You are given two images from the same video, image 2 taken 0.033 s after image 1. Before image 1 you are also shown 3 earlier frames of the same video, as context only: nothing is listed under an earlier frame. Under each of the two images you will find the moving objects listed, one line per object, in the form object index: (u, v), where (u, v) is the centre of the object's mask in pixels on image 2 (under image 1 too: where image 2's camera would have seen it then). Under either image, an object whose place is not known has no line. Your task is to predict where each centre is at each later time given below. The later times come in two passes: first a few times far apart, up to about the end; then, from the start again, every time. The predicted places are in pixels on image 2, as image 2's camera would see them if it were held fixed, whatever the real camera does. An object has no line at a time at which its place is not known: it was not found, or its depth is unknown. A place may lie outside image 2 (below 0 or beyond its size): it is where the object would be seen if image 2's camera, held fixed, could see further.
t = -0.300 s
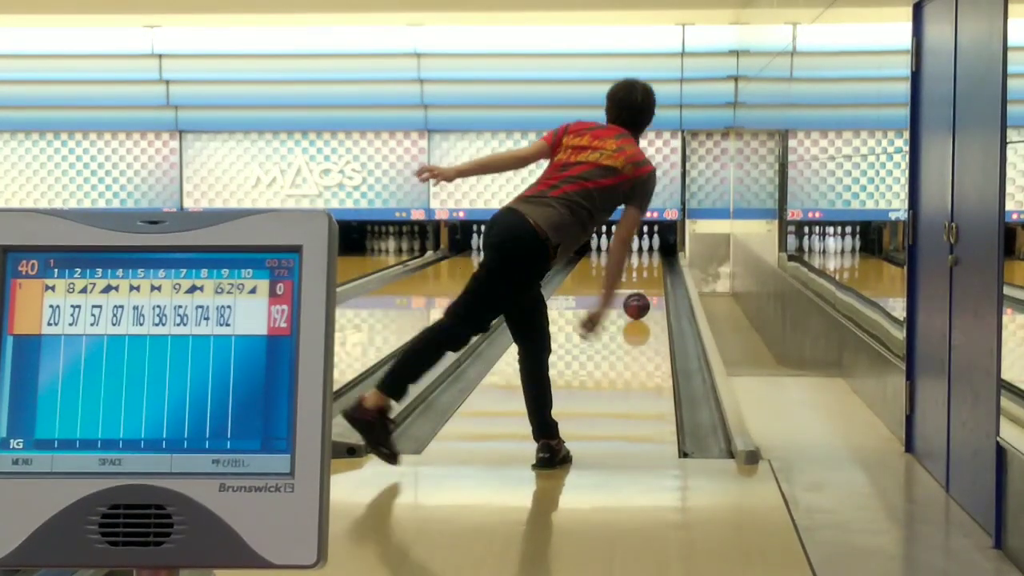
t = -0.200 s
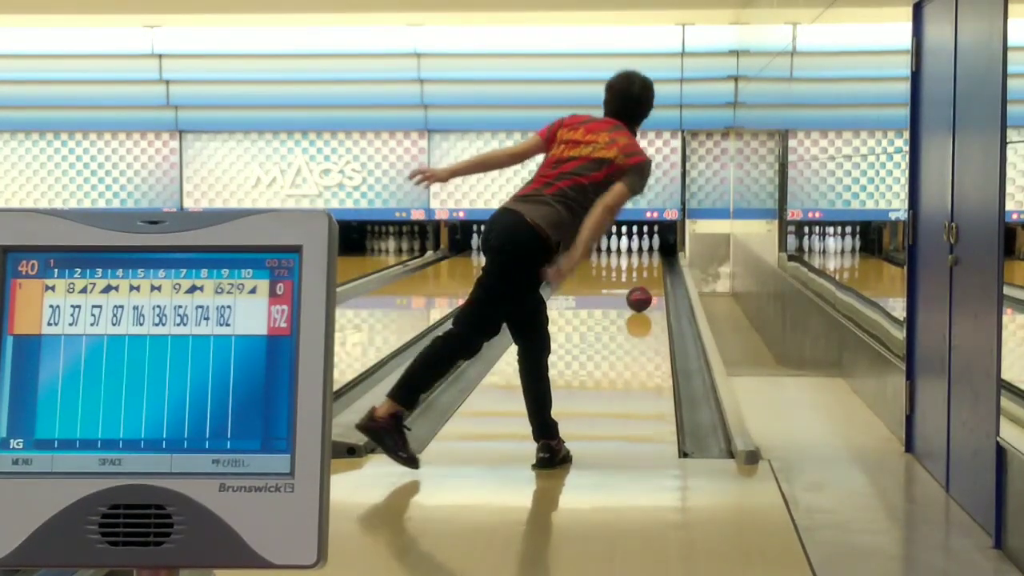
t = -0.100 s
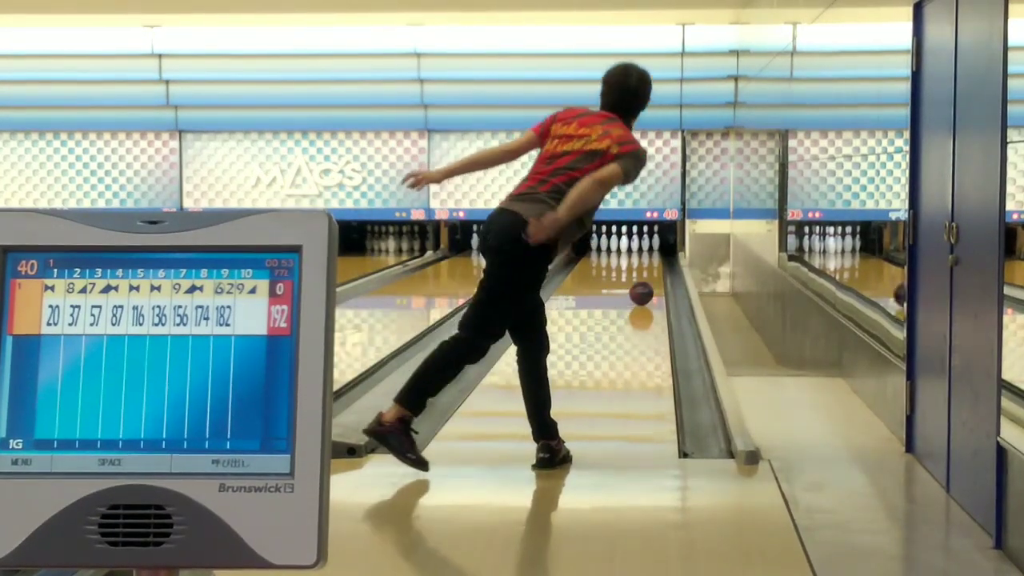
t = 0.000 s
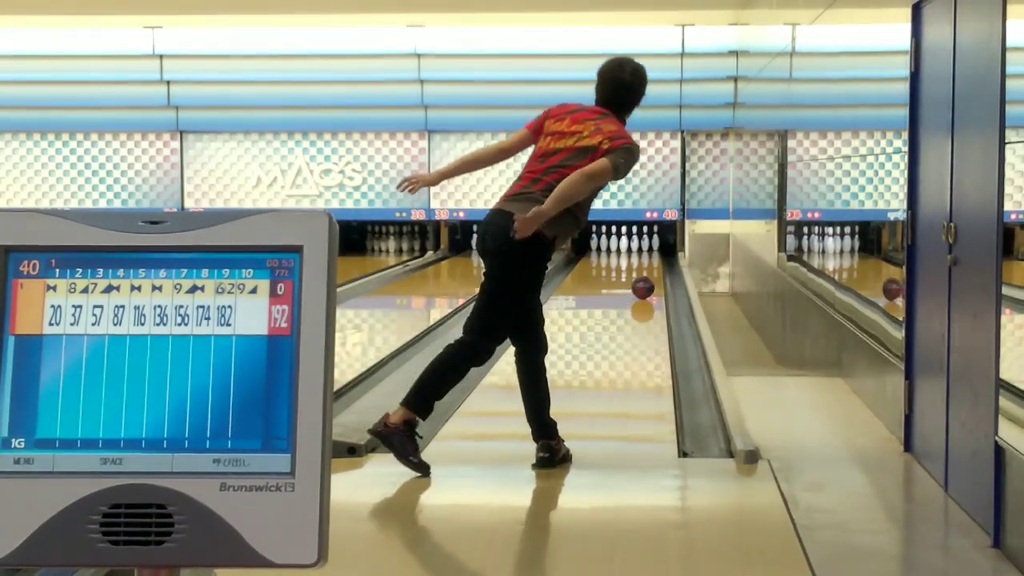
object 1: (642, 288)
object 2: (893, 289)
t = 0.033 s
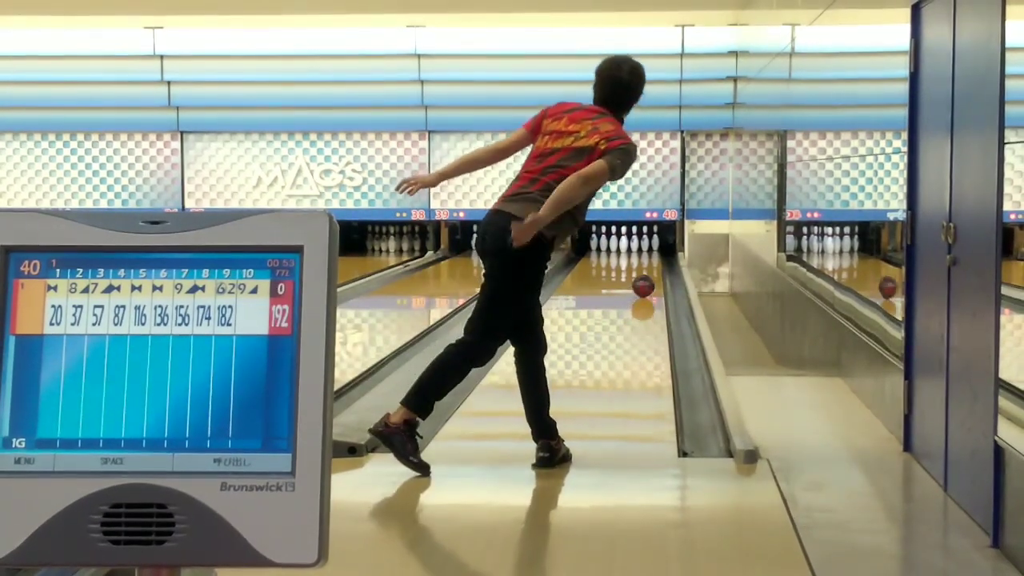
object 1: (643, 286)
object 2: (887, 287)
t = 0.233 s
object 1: (646, 276)
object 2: (868, 278)
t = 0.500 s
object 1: (647, 267)
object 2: (848, 268)
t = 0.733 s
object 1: (645, 260)
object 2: (836, 262)
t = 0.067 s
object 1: (643, 284)
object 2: (884, 286)
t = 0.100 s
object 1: (644, 282)
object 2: (880, 284)
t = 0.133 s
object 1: (644, 281)
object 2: (877, 282)
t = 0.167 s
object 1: (645, 279)
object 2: (874, 280)
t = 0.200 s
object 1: (645, 278)
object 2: (871, 279)
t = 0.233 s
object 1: (646, 276)
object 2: (868, 278)
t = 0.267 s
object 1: (646, 275)
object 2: (866, 276)
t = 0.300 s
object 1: (646, 274)
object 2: (863, 275)
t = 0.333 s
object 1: (646, 272)
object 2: (860, 274)
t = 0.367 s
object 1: (647, 272)
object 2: (857, 272)
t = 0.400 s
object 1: (652, 273)
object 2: (854, 272)
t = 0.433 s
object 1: (647, 269)
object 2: (852, 270)
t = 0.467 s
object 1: (647, 268)
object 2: (849, 269)
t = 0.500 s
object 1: (647, 267)
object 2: (848, 268)
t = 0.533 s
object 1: (647, 266)
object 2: (846, 267)
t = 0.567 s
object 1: (646, 265)
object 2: (844, 266)
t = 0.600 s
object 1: (646, 264)
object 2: (843, 265)
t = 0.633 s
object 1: (645, 263)
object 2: (841, 264)
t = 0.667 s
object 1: (645, 262)
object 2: (840, 263)
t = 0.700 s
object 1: (645, 261)
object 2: (838, 263)
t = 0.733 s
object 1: (645, 260)
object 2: (836, 262)
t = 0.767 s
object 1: (644, 259)
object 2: (835, 261)
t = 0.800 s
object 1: (644, 258)
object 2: (834, 259)
